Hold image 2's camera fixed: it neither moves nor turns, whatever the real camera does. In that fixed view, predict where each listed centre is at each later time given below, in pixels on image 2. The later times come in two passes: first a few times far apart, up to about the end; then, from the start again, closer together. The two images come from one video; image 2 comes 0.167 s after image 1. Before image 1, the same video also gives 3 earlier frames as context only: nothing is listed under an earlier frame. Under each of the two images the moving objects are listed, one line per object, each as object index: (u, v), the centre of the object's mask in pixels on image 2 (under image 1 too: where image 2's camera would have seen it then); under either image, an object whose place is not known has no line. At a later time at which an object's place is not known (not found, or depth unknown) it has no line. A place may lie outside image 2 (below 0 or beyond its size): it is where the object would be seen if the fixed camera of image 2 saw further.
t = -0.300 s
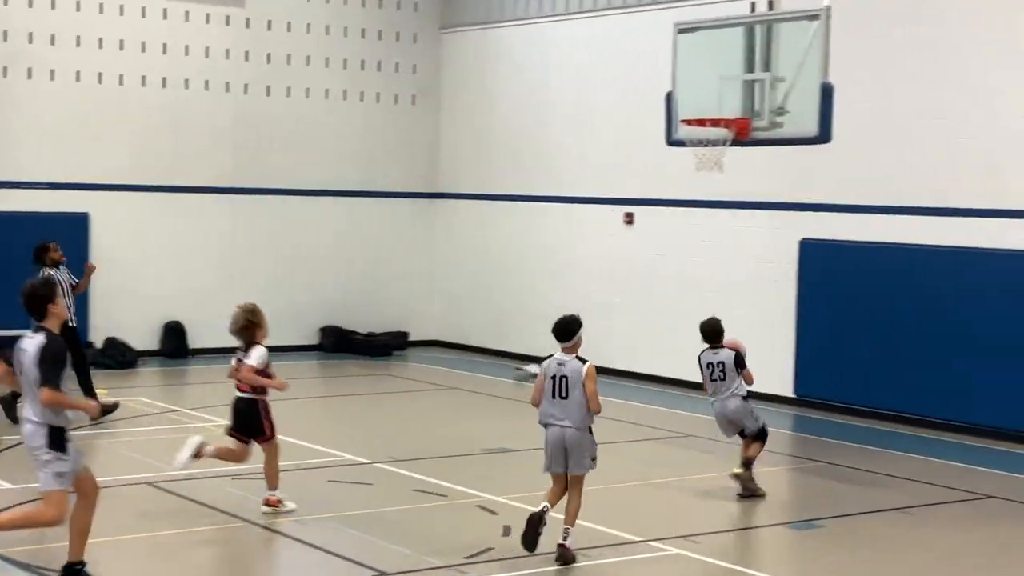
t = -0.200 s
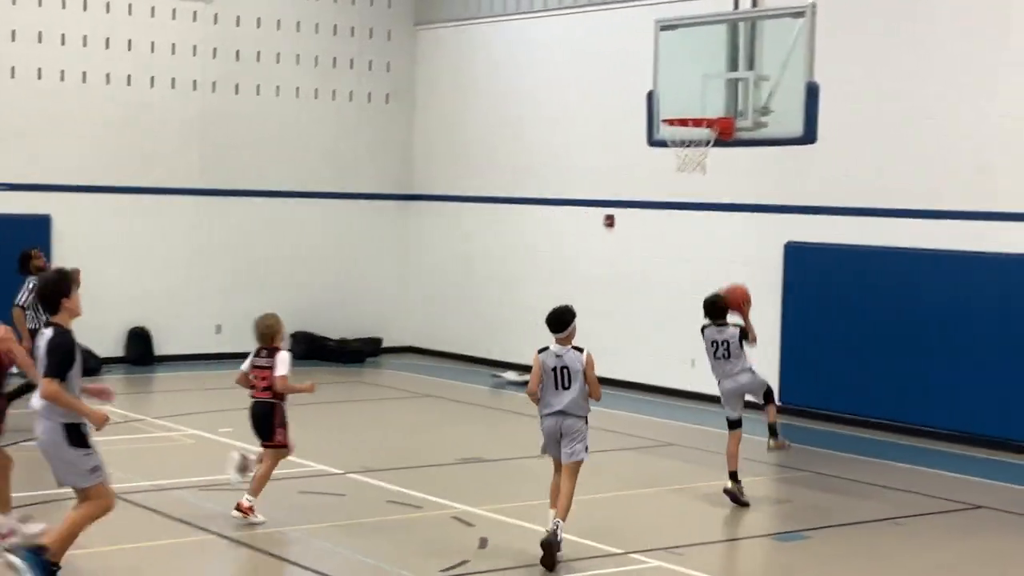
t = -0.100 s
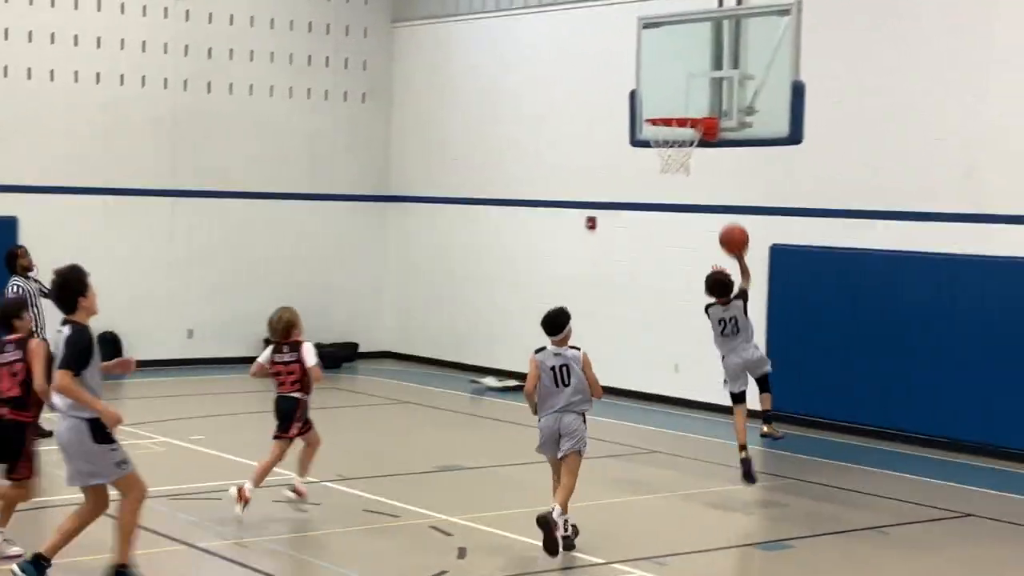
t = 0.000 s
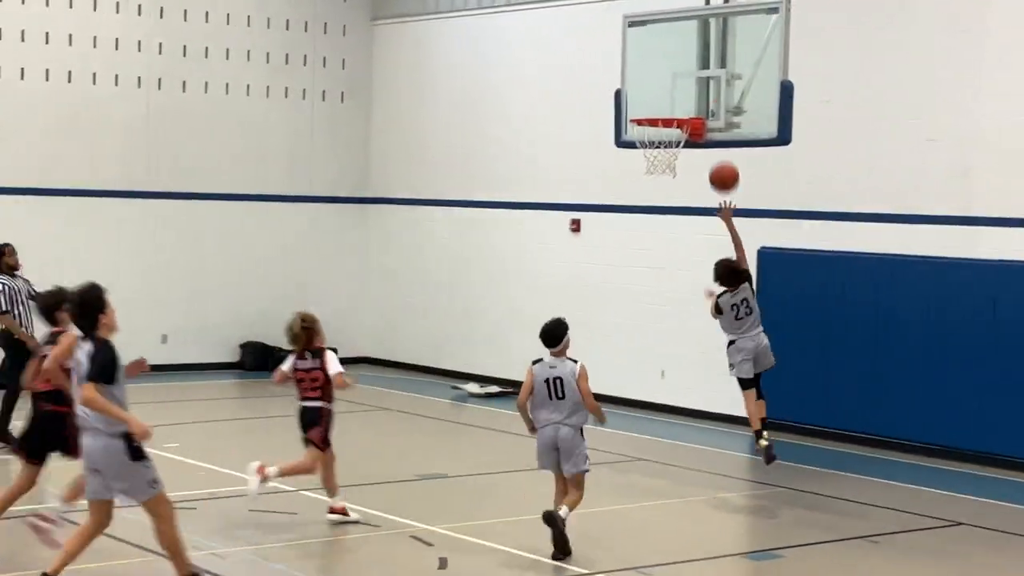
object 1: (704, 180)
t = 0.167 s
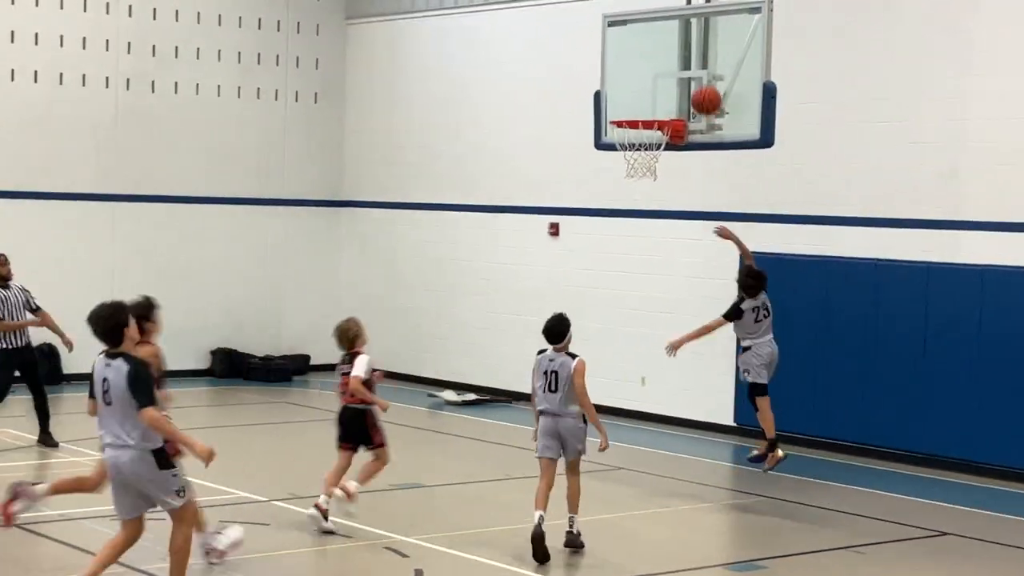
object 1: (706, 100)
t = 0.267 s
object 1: (698, 79)
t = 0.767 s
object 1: (654, 92)
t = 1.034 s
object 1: (644, 144)
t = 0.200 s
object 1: (705, 89)
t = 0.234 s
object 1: (702, 83)
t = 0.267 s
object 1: (698, 79)
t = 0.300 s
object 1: (694, 76)
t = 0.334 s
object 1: (690, 75)
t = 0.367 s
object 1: (686, 74)
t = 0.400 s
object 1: (682, 75)
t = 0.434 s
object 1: (677, 78)
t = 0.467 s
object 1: (673, 82)
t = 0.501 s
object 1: (669, 87)
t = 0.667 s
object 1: (657, 95)
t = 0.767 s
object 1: (654, 92)
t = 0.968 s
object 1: (646, 122)
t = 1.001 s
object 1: (645, 134)
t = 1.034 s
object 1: (644, 144)
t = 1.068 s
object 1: (643, 157)
